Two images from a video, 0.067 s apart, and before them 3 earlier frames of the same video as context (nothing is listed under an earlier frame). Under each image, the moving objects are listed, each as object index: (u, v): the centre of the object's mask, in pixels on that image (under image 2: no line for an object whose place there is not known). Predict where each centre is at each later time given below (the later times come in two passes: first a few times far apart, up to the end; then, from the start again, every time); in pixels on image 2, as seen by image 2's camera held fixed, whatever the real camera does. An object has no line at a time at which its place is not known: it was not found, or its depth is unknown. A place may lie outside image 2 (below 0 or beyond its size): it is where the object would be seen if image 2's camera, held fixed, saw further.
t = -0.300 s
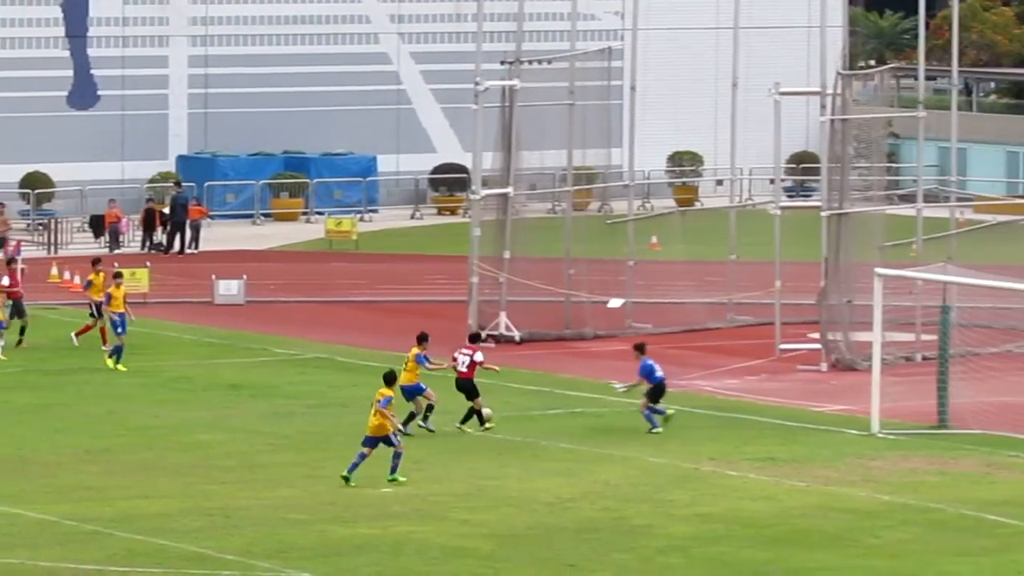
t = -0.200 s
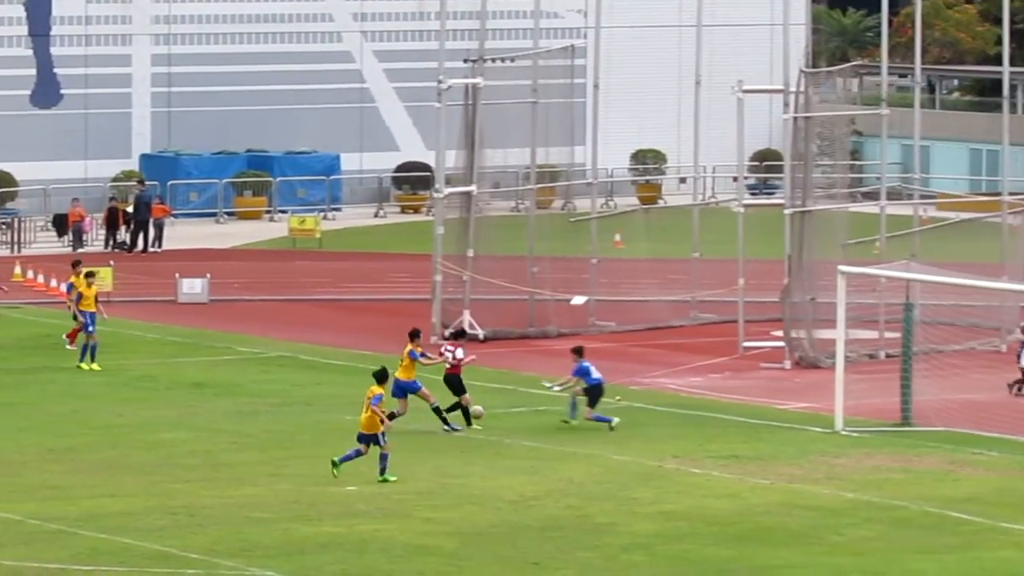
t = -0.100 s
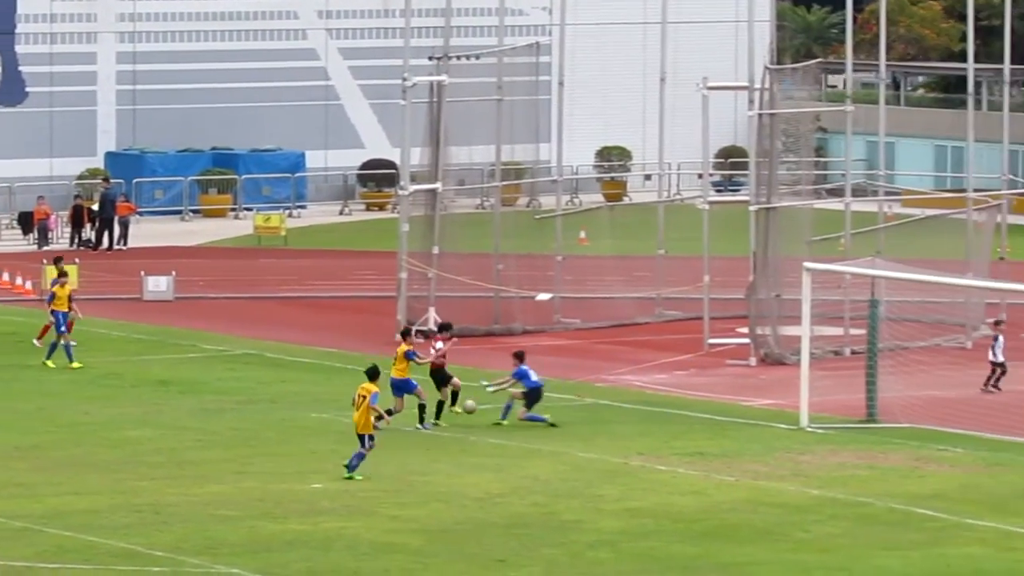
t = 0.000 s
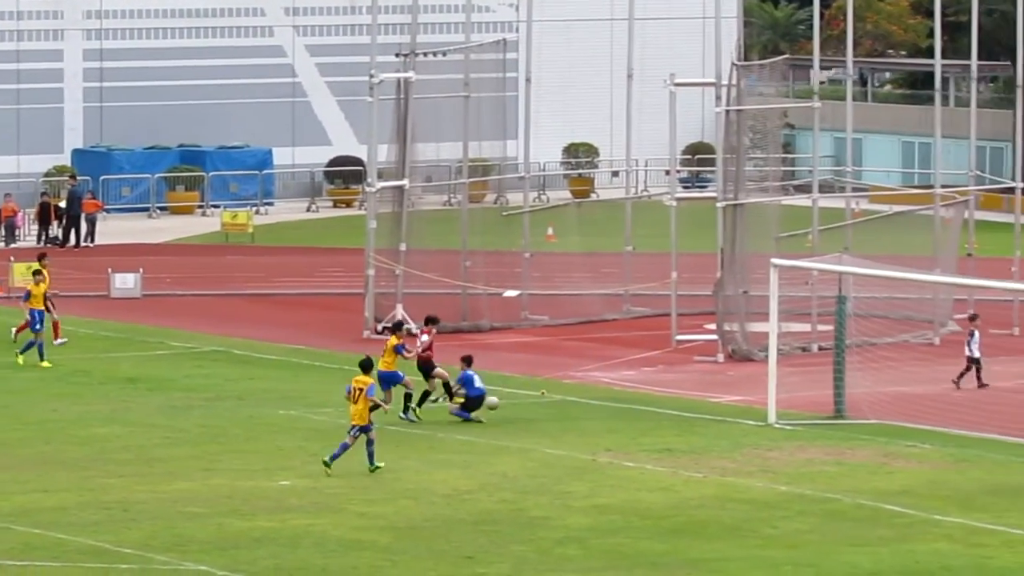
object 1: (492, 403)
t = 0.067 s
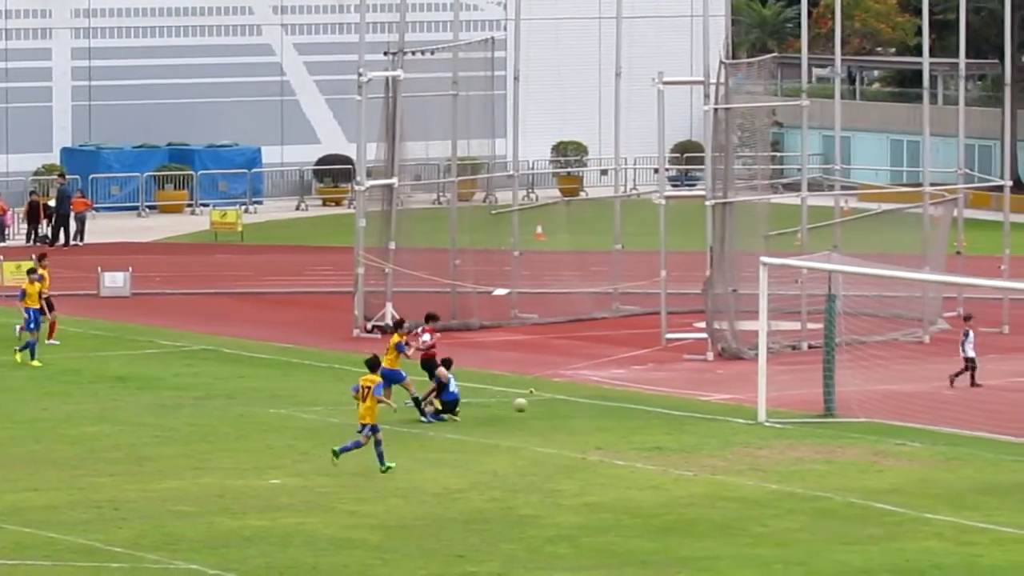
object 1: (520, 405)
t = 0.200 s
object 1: (595, 421)
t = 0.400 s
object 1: (677, 419)
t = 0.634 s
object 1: (769, 420)
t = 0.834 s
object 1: (848, 421)
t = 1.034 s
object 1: (926, 445)
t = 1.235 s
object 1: (1007, 442)
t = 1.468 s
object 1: (1100, 450)
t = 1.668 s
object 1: (1137, 428)
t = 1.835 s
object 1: (1150, 413)
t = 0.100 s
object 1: (539, 407)
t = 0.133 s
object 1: (559, 411)
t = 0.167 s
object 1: (577, 416)
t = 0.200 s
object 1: (595, 421)
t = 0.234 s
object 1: (610, 419)
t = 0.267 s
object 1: (623, 418)
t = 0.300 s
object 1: (637, 417)
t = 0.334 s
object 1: (651, 417)
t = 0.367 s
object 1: (663, 418)
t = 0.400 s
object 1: (677, 419)
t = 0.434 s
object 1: (691, 423)
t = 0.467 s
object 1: (704, 426)
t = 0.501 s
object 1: (717, 431)
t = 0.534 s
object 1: (730, 430)
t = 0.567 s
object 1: (743, 425)
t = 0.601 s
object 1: (756, 423)
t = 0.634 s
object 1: (769, 420)
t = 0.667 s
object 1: (783, 418)
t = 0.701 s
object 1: (797, 417)
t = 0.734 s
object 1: (809, 417)
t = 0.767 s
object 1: (823, 417)
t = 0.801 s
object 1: (836, 419)
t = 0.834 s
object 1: (848, 421)
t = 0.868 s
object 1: (862, 424)
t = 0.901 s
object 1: (875, 428)
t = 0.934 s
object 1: (888, 433)
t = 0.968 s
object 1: (901, 439)
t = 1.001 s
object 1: (913, 446)
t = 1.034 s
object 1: (926, 445)
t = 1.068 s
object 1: (940, 442)
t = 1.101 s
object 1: (953, 440)
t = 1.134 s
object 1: (966, 440)
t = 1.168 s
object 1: (980, 439)
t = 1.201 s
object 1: (994, 440)
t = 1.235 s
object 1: (1007, 442)
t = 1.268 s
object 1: (1021, 444)
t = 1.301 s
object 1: (1034, 447)
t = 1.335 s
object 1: (1048, 452)
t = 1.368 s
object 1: (1061, 456)
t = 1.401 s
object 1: (1074, 458)
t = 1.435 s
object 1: (1081, 458)
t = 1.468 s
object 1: (1100, 450)
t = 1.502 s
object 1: (1111, 448)
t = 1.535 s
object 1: (1120, 444)
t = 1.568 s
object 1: (1125, 441)
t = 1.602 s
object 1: (1129, 436)
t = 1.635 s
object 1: (1134, 432)
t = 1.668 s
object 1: (1137, 428)
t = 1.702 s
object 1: (1141, 424)
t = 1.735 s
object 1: (1143, 420)
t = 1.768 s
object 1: (1146, 417)
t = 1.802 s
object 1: (1147, 415)
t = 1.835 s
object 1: (1150, 413)
